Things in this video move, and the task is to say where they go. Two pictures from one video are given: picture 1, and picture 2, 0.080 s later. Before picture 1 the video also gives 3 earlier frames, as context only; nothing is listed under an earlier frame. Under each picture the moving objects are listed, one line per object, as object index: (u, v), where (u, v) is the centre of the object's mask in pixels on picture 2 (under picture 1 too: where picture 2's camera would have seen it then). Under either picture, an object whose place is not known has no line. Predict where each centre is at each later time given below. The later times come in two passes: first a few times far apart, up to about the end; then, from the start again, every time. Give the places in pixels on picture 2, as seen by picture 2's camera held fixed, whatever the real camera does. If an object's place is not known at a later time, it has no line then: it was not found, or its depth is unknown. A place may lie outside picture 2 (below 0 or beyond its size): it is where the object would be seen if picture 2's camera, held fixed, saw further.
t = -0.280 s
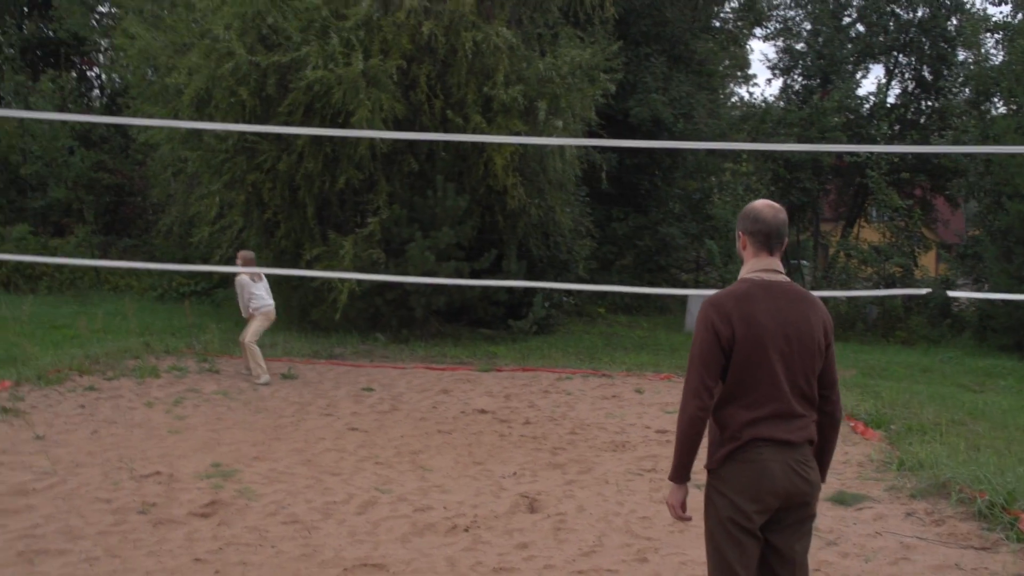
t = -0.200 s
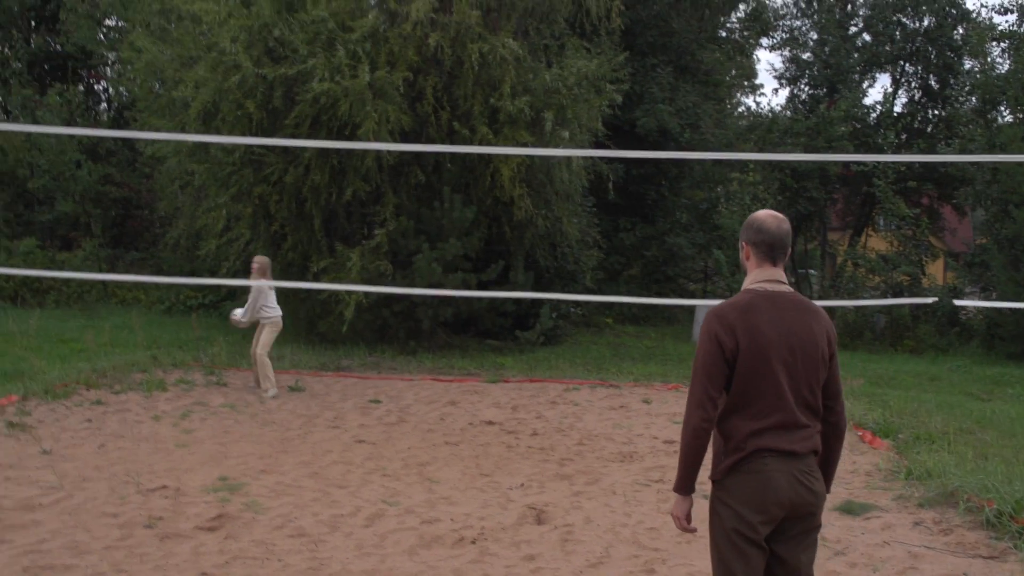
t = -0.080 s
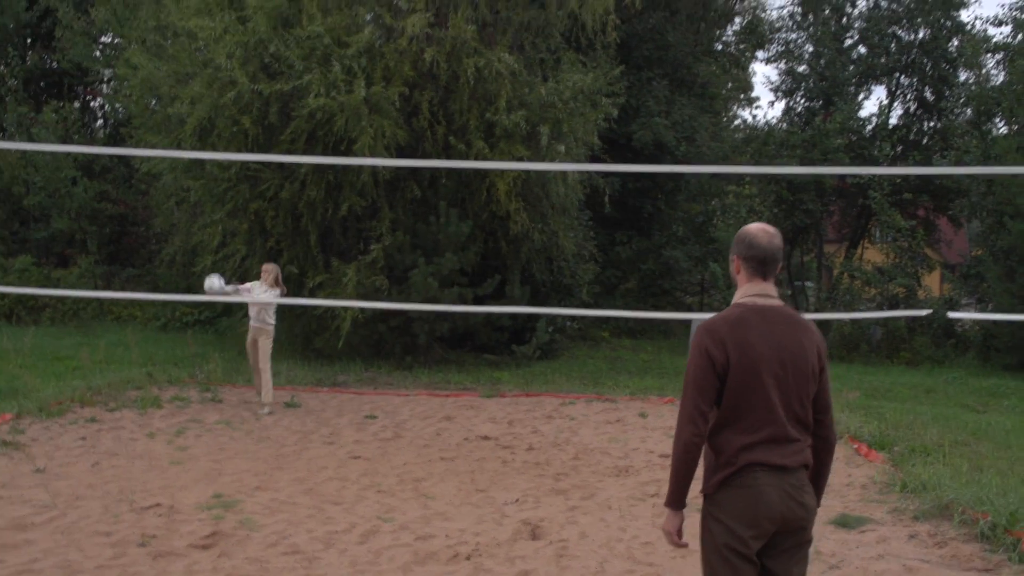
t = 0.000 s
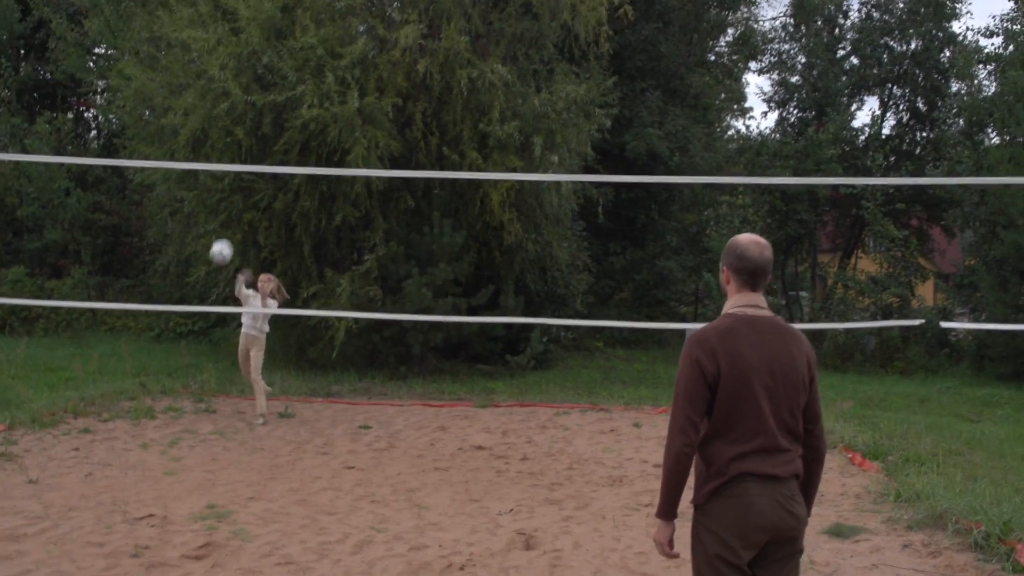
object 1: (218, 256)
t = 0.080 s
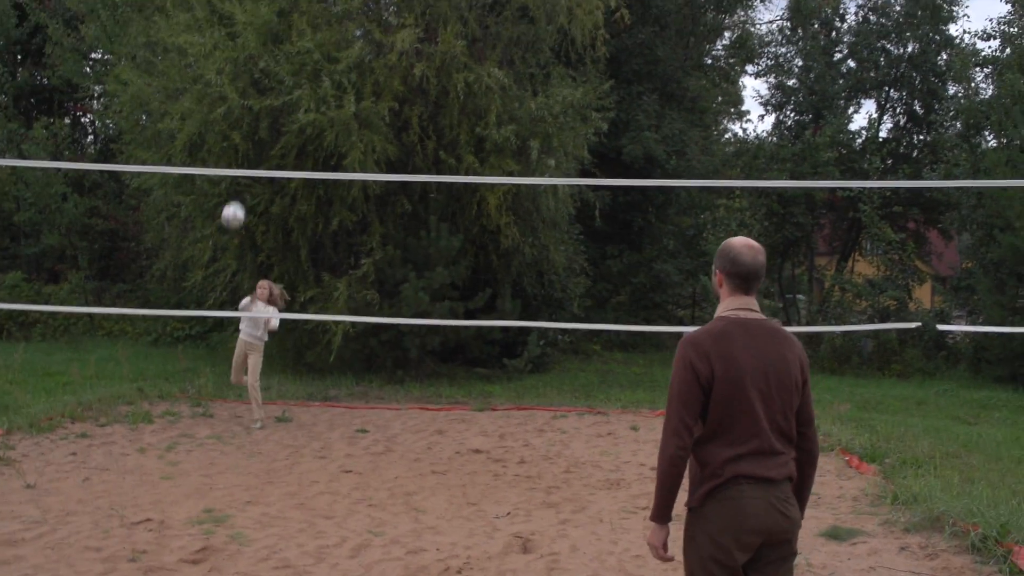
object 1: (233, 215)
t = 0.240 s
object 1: (266, 143)
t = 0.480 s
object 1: (327, 68)
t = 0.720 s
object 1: (408, 53)
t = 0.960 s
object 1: (527, 144)
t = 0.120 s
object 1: (241, 195)
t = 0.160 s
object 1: (249, 178)
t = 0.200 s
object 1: (258, 158)
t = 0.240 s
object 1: (266, 143)
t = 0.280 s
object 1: (275, 127)
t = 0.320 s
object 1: (284, 113)
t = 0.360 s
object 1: (295, 100)
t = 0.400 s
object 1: (305, 87)
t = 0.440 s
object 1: (315, 77)
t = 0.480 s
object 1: (327, 68)
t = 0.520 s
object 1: (338, 61)
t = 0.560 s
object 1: (352, 55)
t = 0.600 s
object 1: (364, 51)
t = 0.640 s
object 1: (378, 49)
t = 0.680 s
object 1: (393, 50)
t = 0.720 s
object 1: (408, 53)
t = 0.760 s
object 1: (425, 59)
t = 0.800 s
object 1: (442, 69)
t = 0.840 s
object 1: (461, 81)
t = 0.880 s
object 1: (482, 97)
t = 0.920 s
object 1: (504, 119)
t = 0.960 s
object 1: (527, 144)
